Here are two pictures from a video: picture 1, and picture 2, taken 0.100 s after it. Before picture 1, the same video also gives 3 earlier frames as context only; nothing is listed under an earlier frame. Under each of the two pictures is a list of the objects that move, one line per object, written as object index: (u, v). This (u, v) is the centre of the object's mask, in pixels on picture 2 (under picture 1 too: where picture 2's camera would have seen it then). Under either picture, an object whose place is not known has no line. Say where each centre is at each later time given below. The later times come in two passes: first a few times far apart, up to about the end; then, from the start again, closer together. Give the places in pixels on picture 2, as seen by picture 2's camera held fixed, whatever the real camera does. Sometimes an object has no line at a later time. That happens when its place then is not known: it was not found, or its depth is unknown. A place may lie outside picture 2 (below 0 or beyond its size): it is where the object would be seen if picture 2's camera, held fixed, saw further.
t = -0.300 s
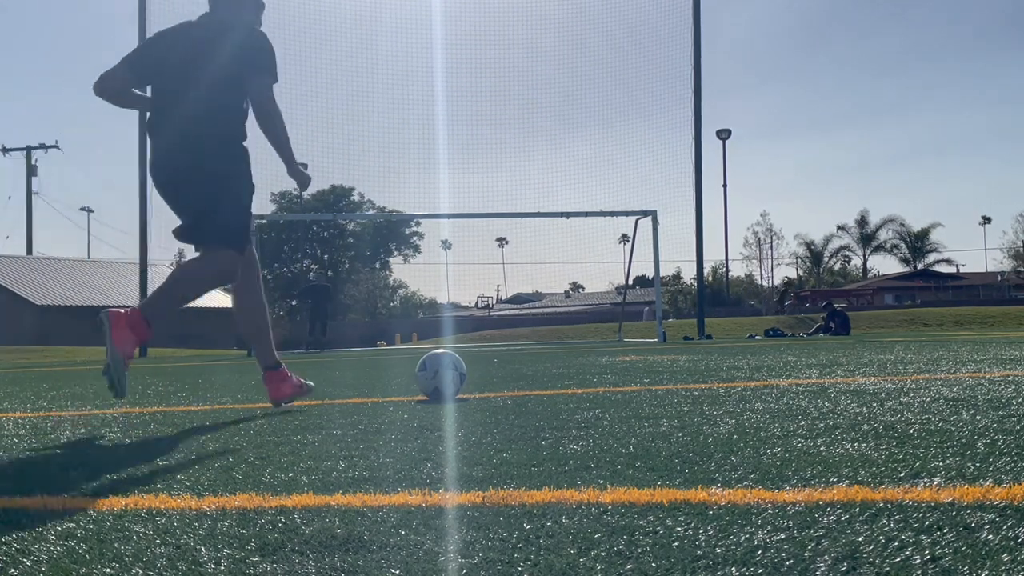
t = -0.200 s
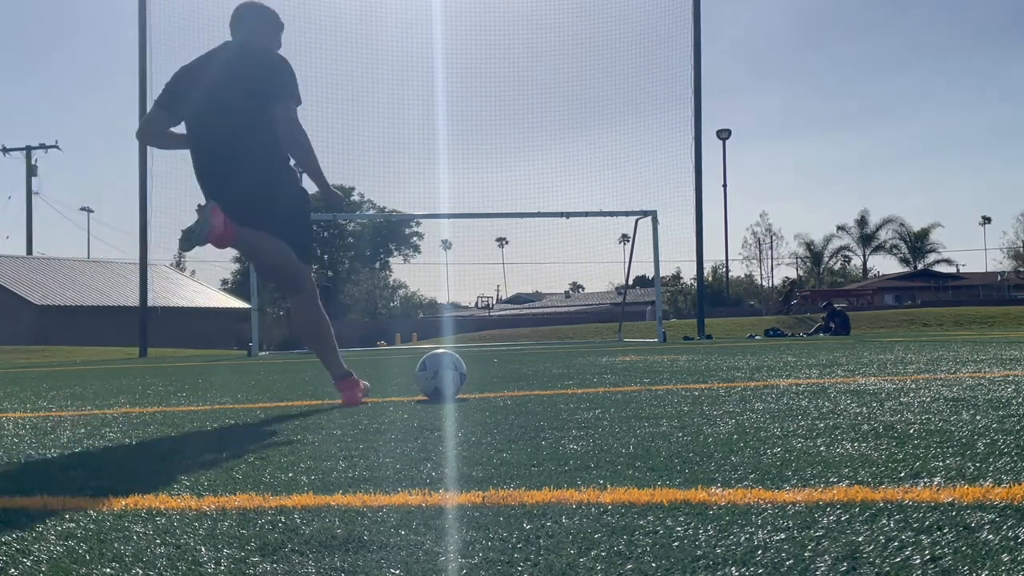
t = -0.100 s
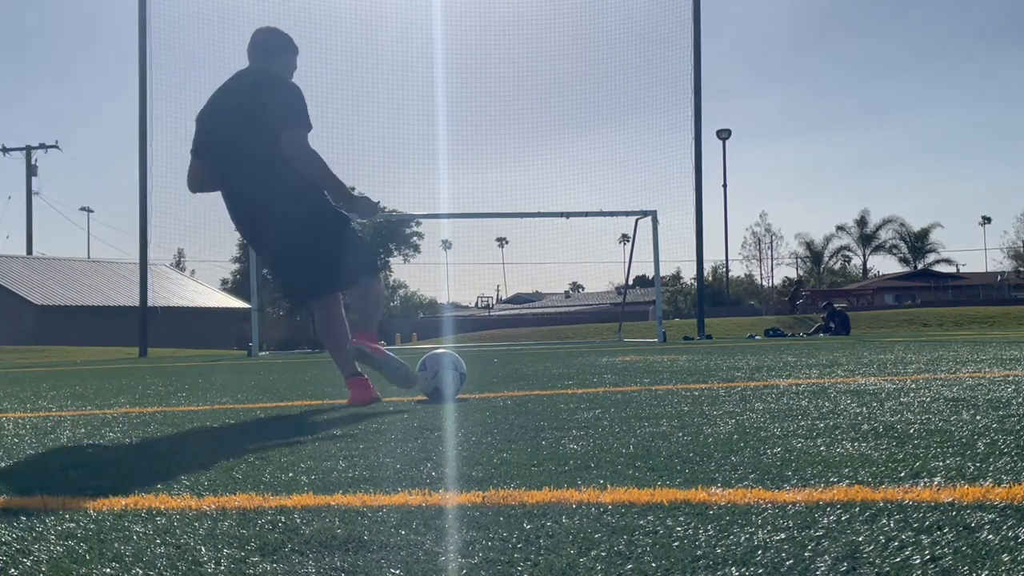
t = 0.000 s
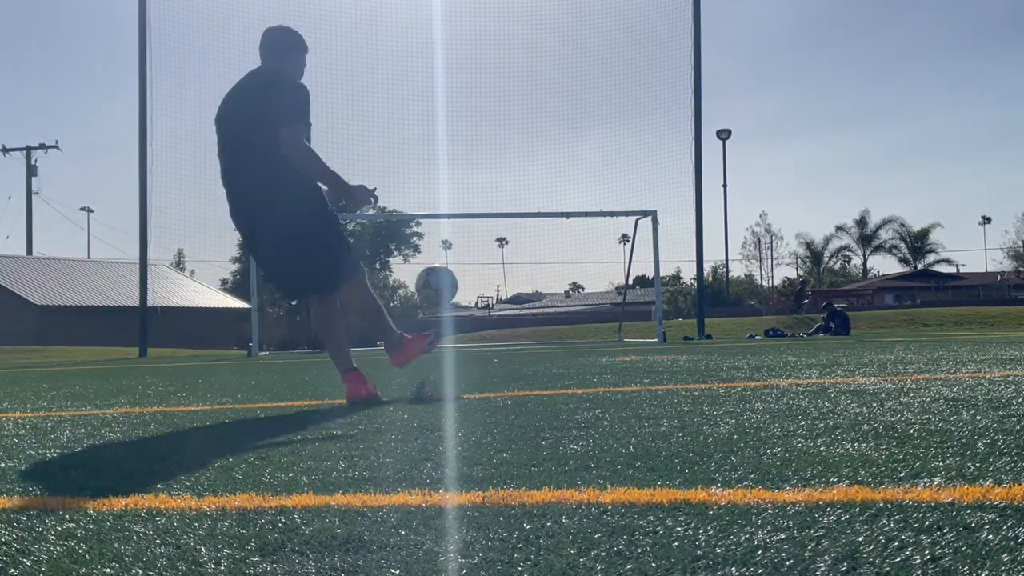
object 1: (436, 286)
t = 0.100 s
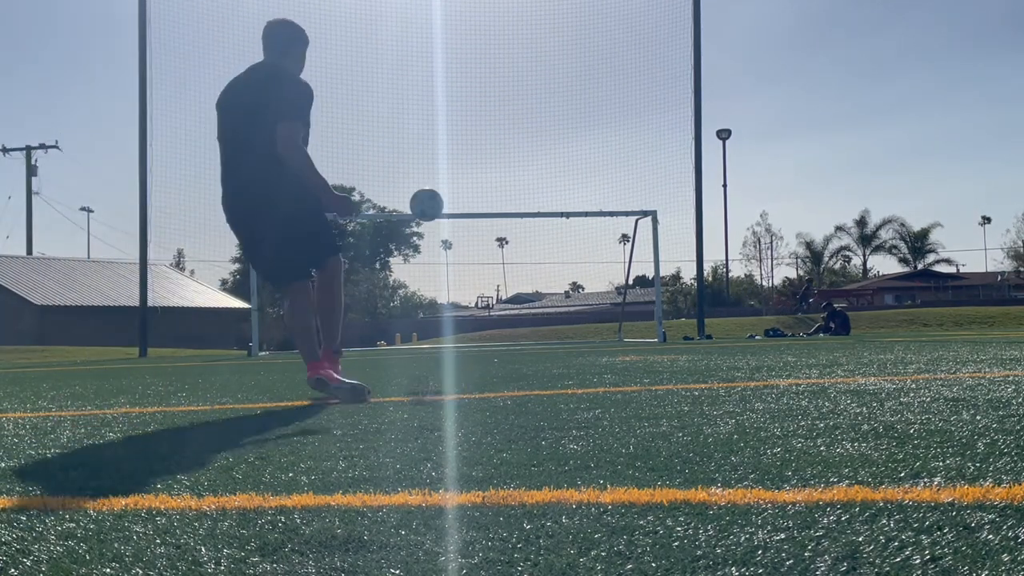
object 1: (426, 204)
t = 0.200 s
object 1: (414, 162)
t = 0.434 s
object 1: (385, 132)
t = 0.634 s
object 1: (361, 145)
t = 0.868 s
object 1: (332, 183)
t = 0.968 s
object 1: (322, 203)
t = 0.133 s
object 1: (422, 187)
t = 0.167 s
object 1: (418, 173)
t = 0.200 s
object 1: (414, 162)
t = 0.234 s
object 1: (410, 153)
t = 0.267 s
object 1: (406, 146)
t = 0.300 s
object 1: (402, 140)
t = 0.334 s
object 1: (398, 137)
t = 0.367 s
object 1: (393, 134)
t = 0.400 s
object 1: (389, 133)
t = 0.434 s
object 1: (385, 132)
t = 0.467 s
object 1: (381, 132)
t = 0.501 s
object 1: (377, 133)
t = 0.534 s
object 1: (372, 135)
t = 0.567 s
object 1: (368, 138)
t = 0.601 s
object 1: (365, 141)
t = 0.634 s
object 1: (361, 145)
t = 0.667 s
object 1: (356, 149)
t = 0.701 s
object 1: (352, 154)
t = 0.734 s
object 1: (348, 159)
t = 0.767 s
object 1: (344, 165)
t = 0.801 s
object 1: (340, 170)
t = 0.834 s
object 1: (336, 177)
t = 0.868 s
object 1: (332, 183)
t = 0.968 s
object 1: (322, 203)
